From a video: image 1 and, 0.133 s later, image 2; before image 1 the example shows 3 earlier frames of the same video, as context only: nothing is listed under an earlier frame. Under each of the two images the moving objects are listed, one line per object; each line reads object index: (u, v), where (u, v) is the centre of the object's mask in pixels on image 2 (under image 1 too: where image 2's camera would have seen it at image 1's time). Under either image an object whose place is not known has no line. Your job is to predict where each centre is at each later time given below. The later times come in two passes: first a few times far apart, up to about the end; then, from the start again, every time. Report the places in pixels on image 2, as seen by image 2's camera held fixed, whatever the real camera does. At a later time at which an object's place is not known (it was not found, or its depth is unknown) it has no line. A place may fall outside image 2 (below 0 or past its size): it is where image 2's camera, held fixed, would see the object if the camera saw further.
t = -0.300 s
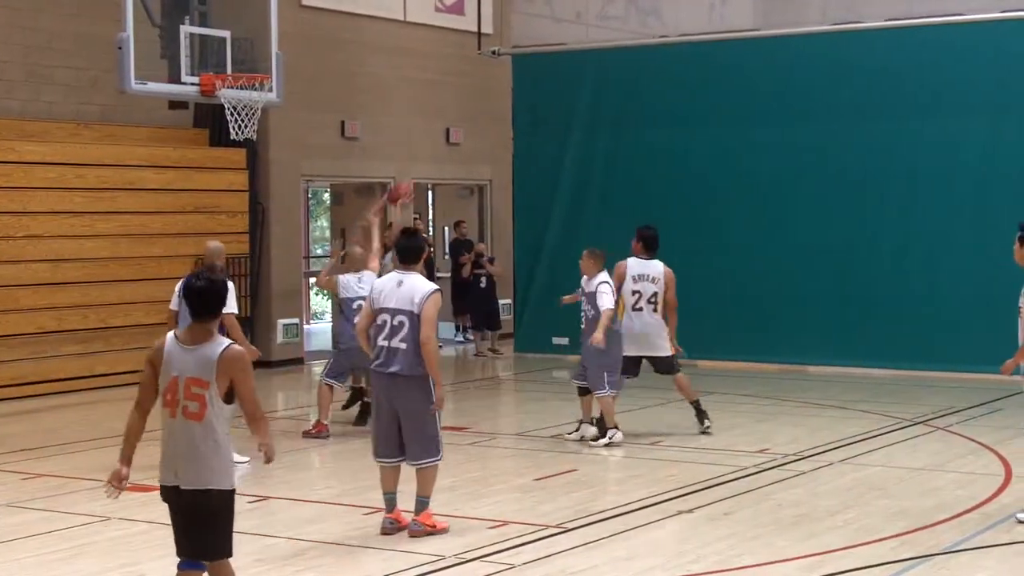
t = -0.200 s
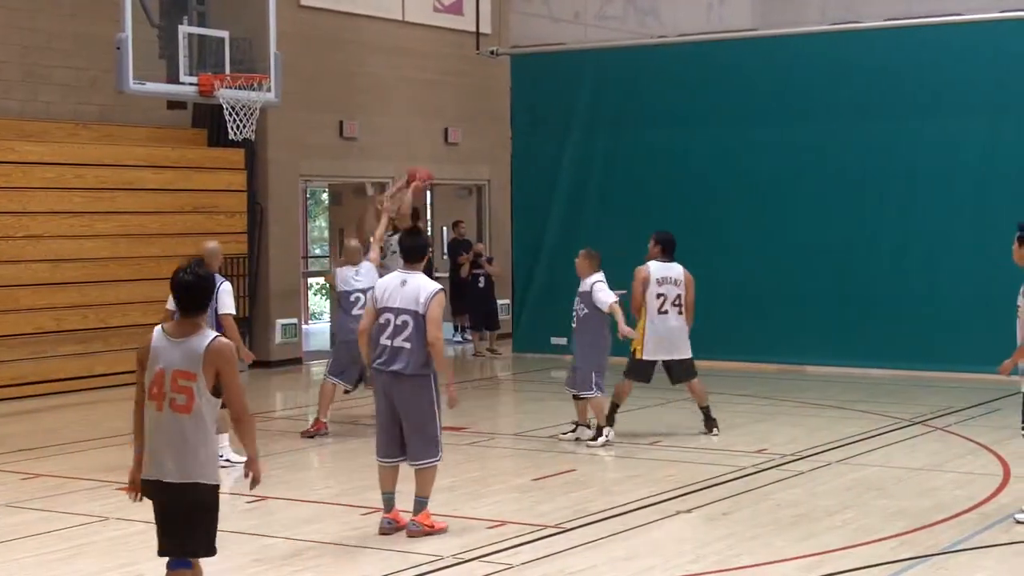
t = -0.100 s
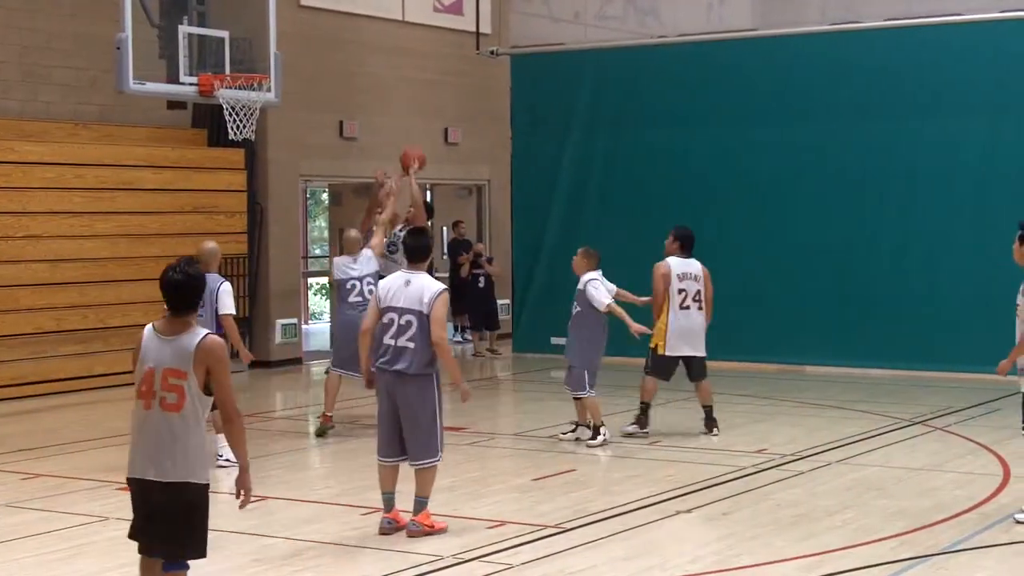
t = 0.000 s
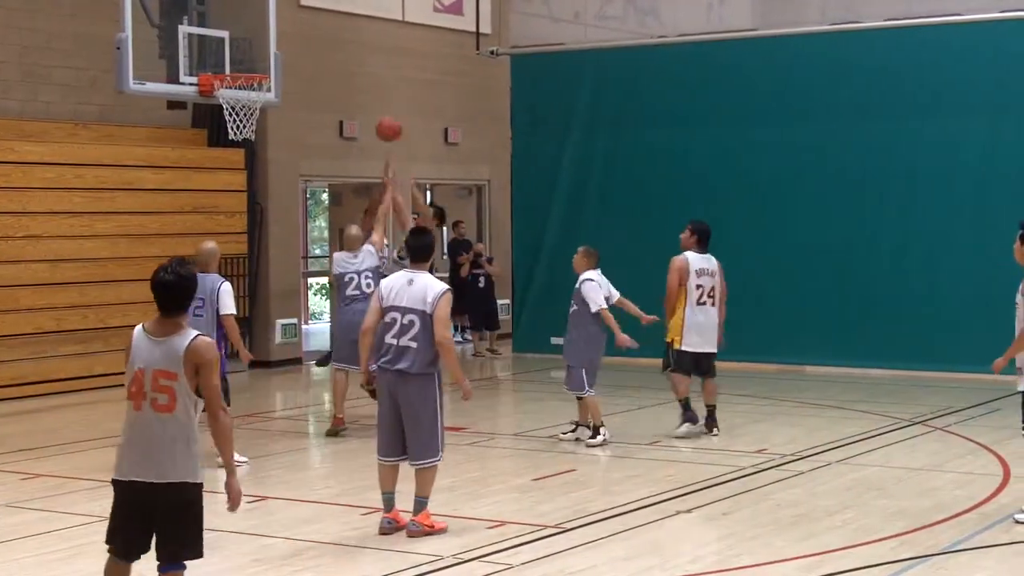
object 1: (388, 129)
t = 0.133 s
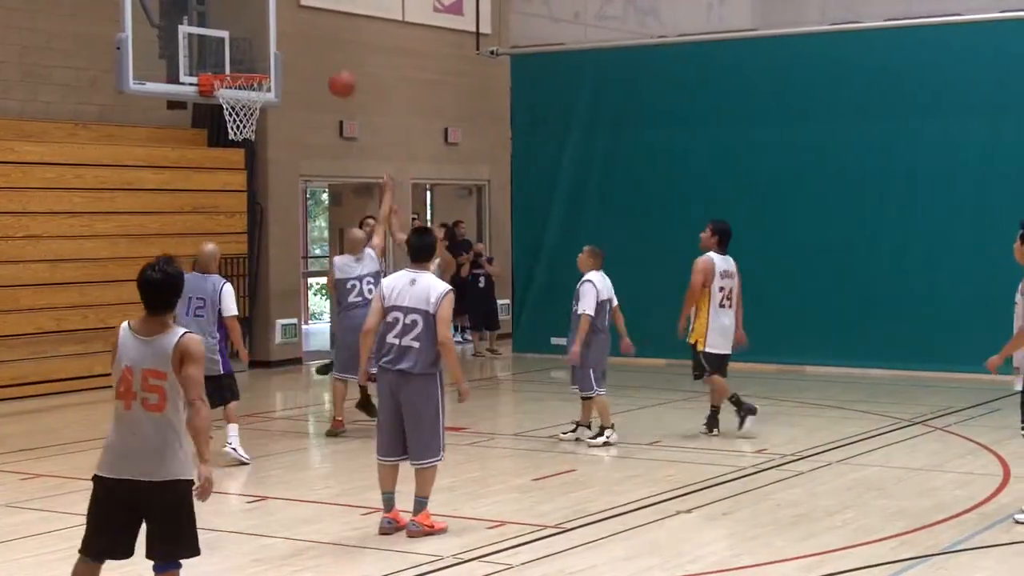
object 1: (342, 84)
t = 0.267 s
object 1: (293, 58)
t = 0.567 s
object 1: (236, 65)
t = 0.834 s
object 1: (247, 124)
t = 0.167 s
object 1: (329, 76)
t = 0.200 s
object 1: (317, 69)
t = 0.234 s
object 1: (305, 63)
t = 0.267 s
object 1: (293, 58)
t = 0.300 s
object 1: (281, 54)
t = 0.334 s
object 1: (268, 52)
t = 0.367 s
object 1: (256, 50)
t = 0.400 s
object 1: (243, 51)
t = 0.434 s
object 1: (242, 52)
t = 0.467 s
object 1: (241, 55)
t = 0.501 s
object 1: (239, 58)
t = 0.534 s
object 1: (237, 61)
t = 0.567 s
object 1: (236, 65)
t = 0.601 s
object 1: (235, 69)
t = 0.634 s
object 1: (234, 90)
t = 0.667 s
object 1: (233, 95)
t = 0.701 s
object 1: (236, 103)
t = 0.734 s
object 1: (238, 107)
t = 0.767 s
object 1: (241, 114)
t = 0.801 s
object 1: (244, 118)
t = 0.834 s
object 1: (247, 124)
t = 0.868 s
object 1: (249, 133)
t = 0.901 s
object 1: (253, 144)
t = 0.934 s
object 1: (257, 154)
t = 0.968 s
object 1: (260, 168)
